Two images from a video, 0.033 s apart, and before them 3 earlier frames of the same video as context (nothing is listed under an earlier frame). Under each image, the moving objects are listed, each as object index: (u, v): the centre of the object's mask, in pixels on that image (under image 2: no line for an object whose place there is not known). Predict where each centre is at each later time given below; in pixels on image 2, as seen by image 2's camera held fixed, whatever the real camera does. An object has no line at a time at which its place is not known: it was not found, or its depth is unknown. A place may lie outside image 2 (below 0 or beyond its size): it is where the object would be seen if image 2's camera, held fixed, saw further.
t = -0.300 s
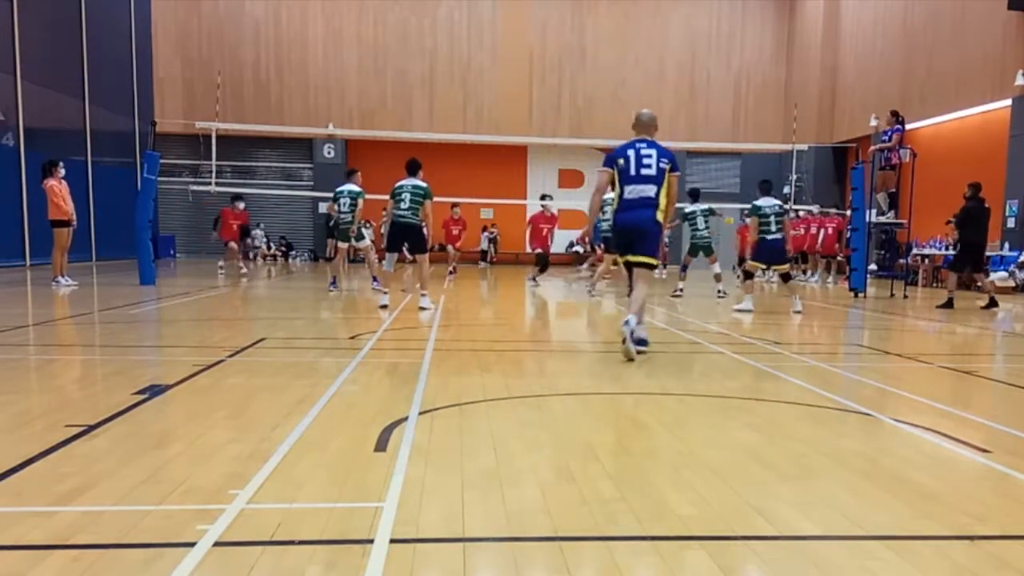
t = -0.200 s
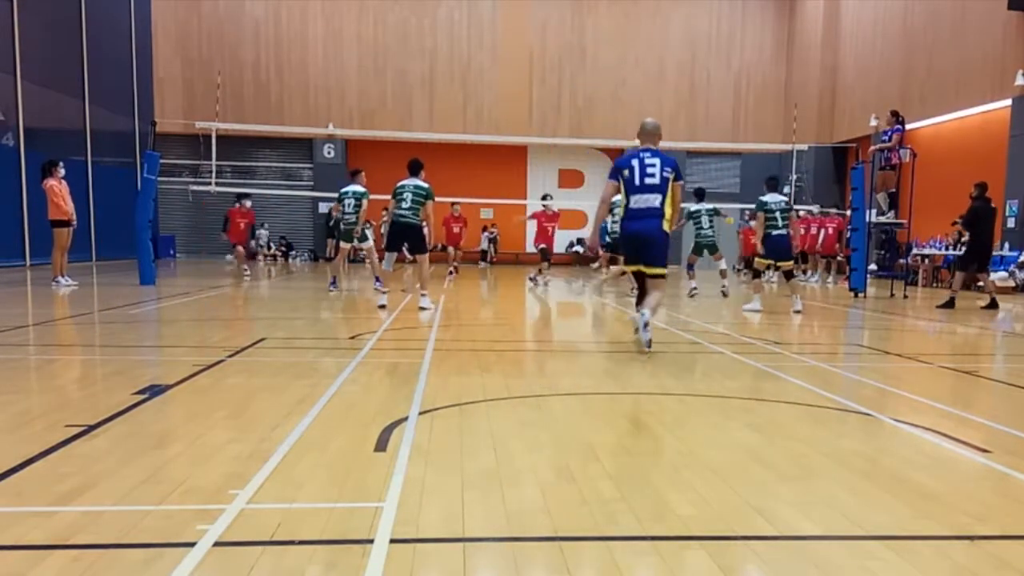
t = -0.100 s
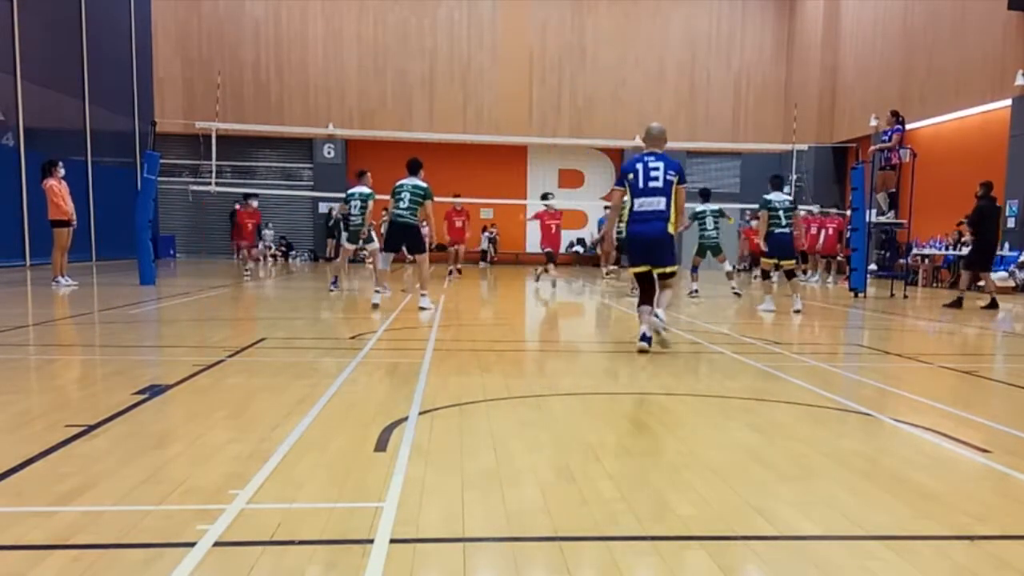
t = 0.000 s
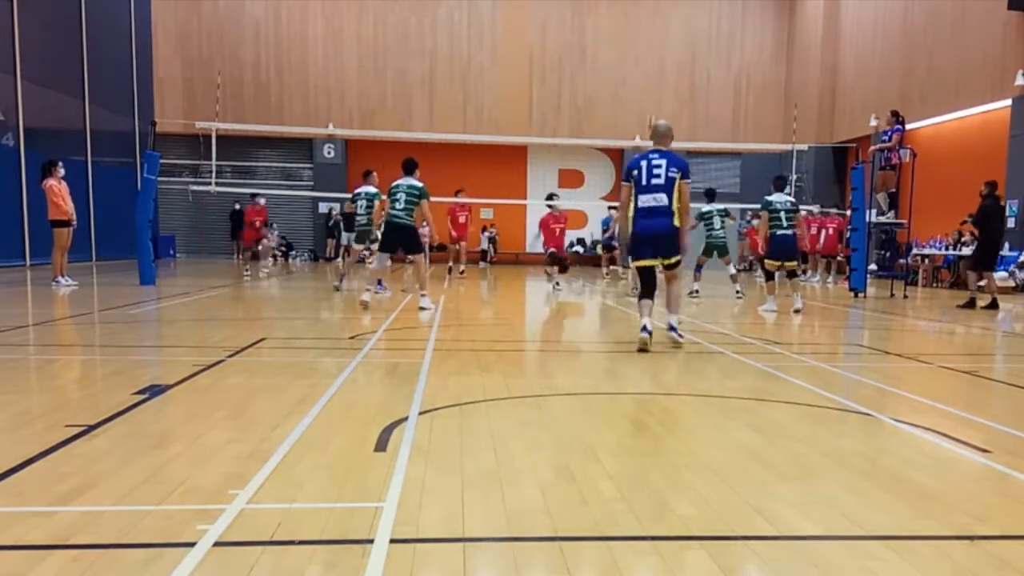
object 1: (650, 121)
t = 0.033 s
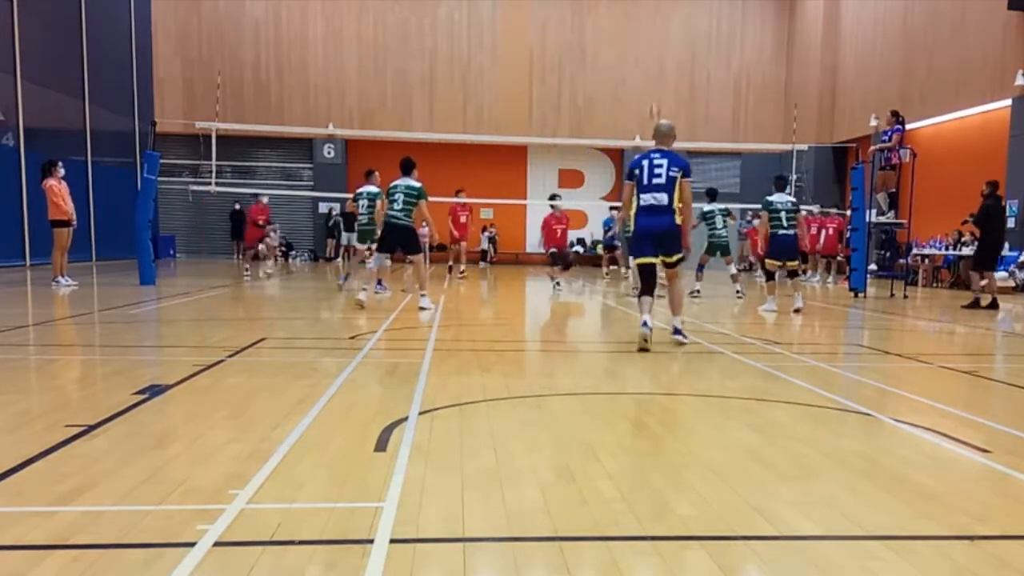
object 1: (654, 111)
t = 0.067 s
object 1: (655, 98)
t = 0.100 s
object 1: (657, 87)
